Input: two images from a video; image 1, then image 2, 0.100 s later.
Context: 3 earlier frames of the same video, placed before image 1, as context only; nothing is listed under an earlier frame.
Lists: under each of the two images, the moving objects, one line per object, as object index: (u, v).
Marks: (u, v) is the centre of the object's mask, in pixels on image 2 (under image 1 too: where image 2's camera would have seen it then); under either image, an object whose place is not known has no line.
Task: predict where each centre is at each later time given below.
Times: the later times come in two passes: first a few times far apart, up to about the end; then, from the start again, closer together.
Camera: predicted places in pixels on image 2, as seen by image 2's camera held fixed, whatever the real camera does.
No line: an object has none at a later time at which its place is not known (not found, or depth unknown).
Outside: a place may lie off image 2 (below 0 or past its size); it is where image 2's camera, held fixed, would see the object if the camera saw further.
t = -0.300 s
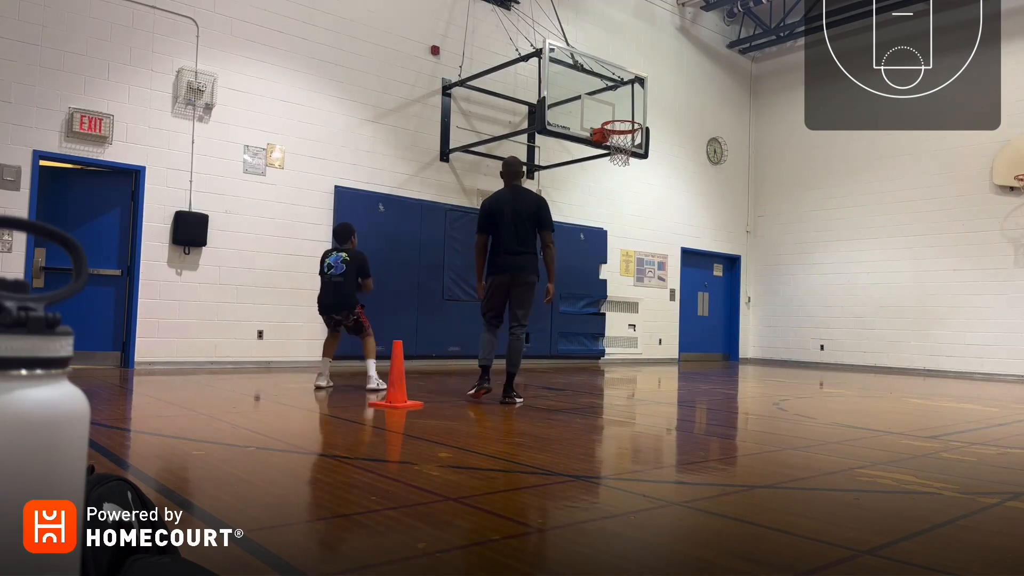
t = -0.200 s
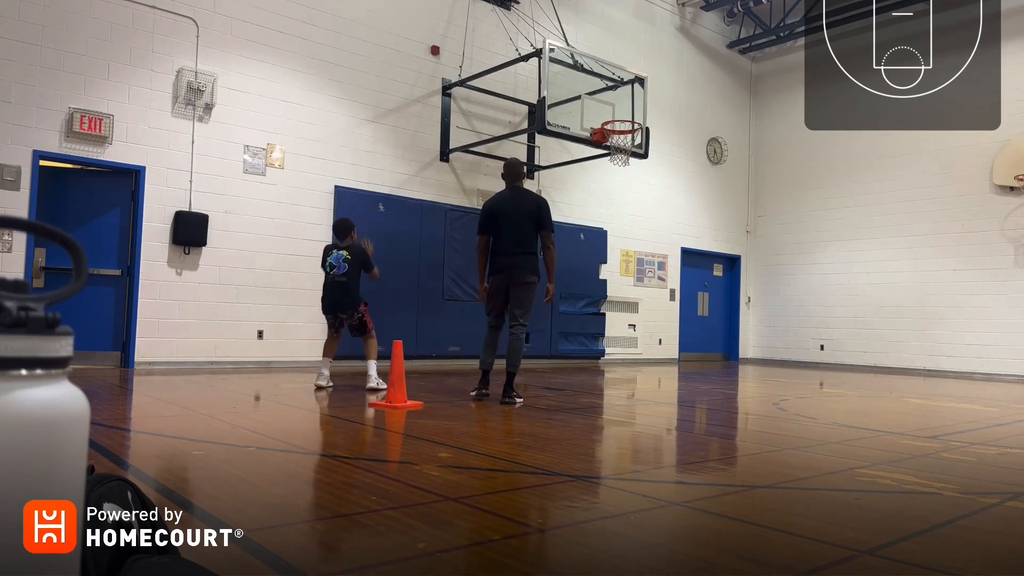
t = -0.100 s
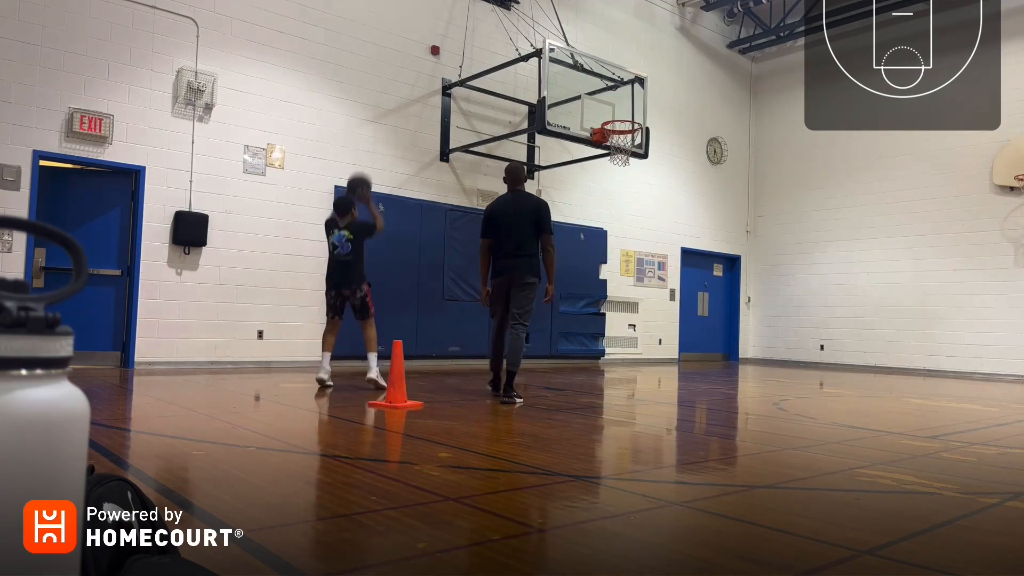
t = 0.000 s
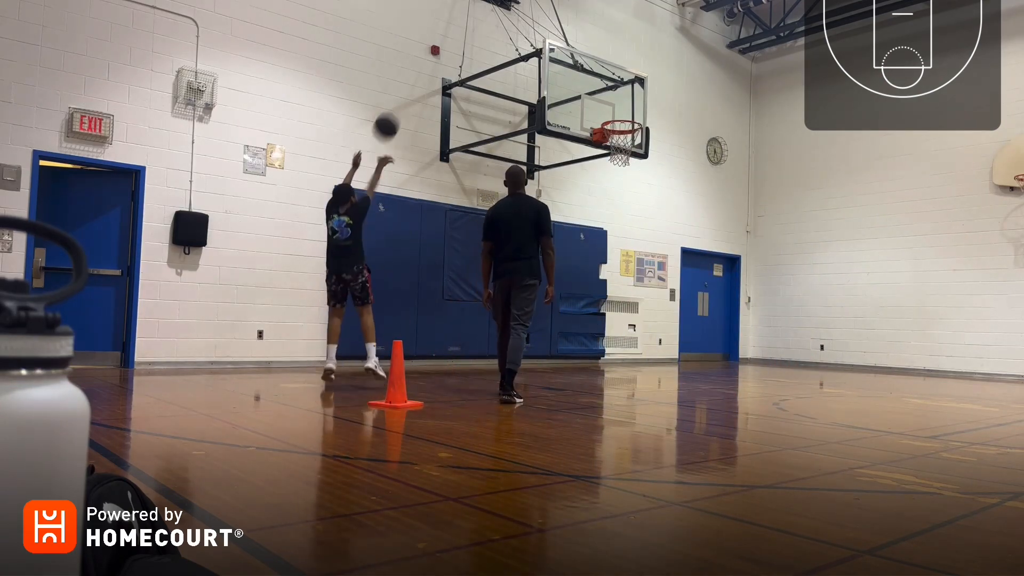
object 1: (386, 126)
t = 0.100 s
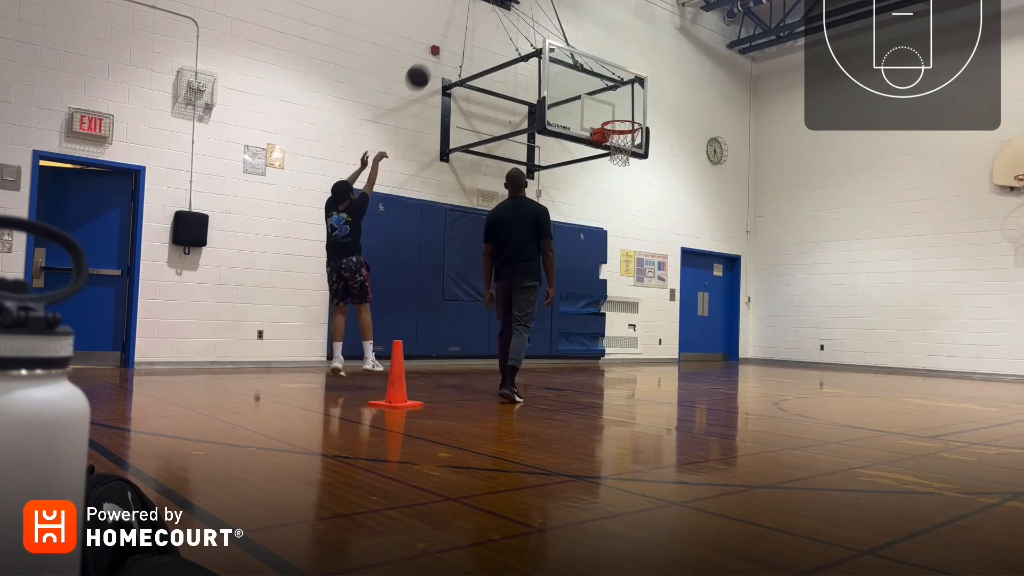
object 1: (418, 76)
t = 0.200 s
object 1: (447, 40)
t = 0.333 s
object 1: (482, 11)
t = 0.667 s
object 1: (561, 19)
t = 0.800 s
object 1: (585, 49)
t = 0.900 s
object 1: (600, 80)
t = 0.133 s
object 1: (427, 64)
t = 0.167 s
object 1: (437, 51)
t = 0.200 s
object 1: (447, 40)
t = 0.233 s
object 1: (456, 32)
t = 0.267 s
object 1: (465, 24)
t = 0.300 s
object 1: (473, 17)
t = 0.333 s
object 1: (482, 11)
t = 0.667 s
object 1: (561, 19)
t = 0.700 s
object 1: (567, 25)
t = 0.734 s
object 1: (573, 33)
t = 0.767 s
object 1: (579, 41)
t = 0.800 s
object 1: (585, 49)
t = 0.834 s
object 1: (590, 59)
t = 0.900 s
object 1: (600, 80)
